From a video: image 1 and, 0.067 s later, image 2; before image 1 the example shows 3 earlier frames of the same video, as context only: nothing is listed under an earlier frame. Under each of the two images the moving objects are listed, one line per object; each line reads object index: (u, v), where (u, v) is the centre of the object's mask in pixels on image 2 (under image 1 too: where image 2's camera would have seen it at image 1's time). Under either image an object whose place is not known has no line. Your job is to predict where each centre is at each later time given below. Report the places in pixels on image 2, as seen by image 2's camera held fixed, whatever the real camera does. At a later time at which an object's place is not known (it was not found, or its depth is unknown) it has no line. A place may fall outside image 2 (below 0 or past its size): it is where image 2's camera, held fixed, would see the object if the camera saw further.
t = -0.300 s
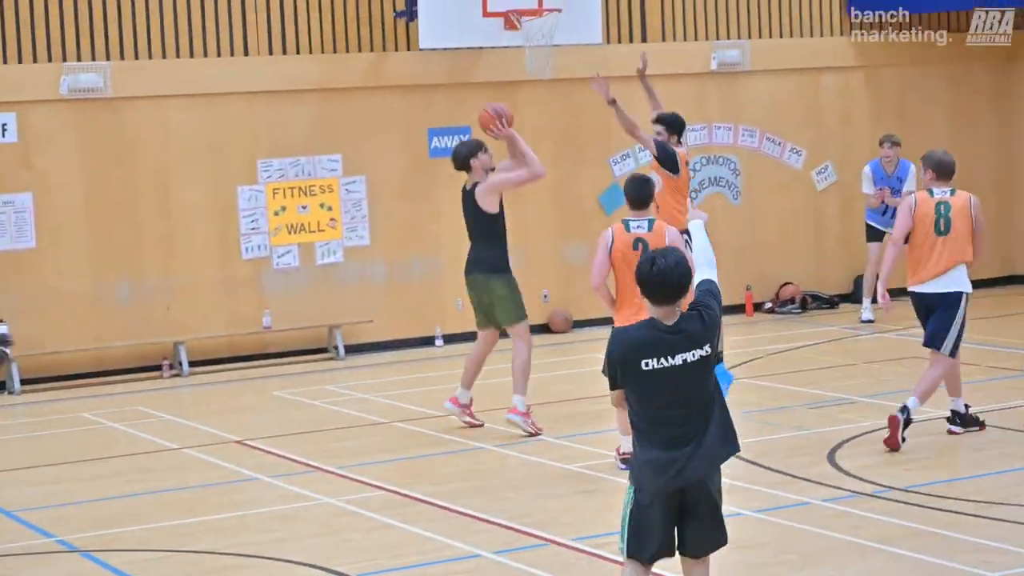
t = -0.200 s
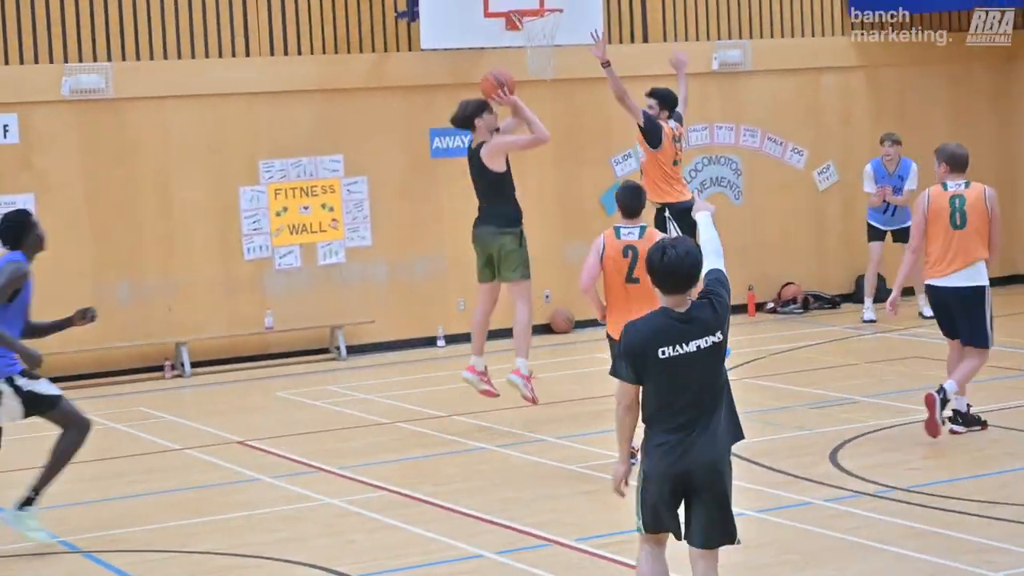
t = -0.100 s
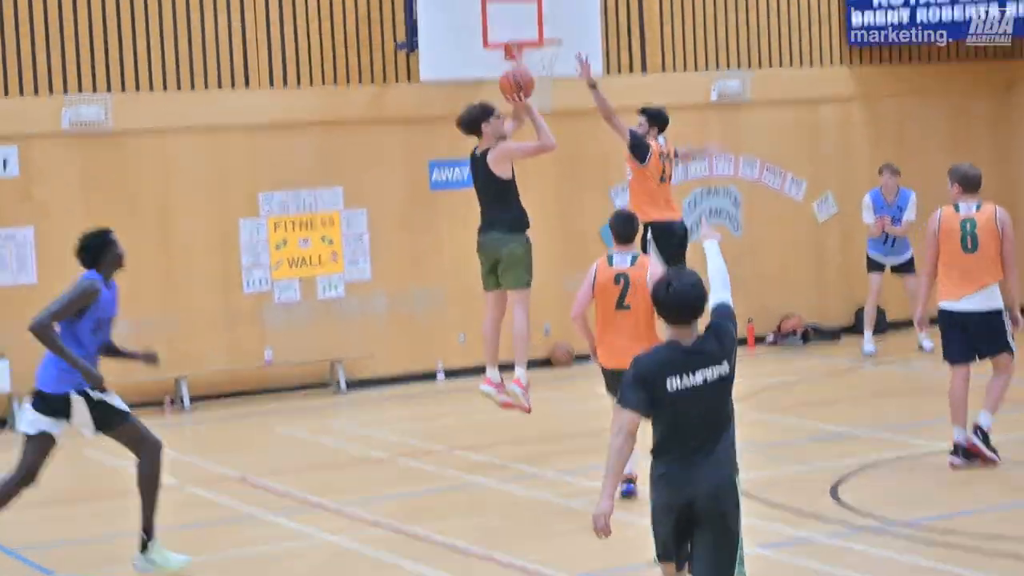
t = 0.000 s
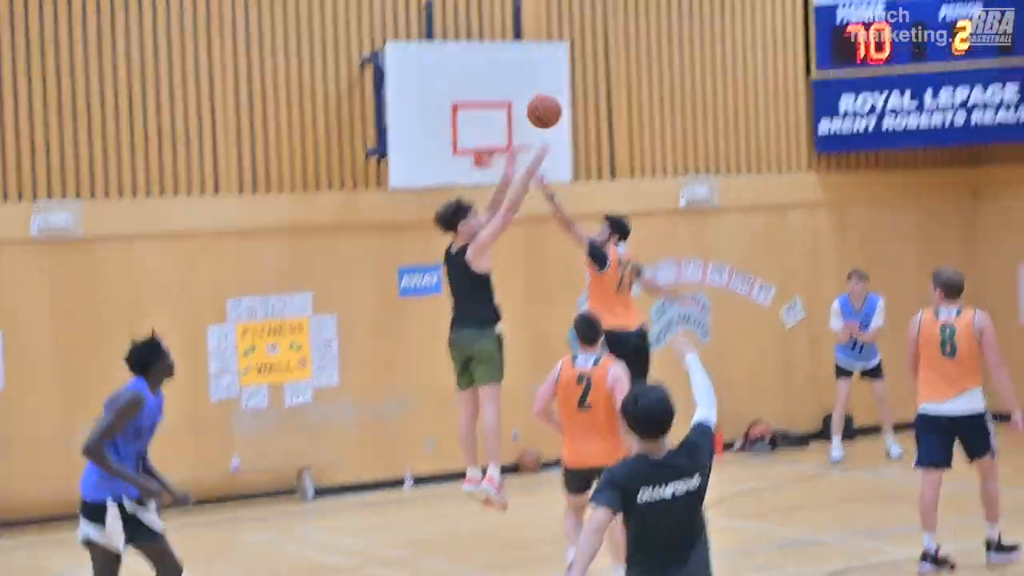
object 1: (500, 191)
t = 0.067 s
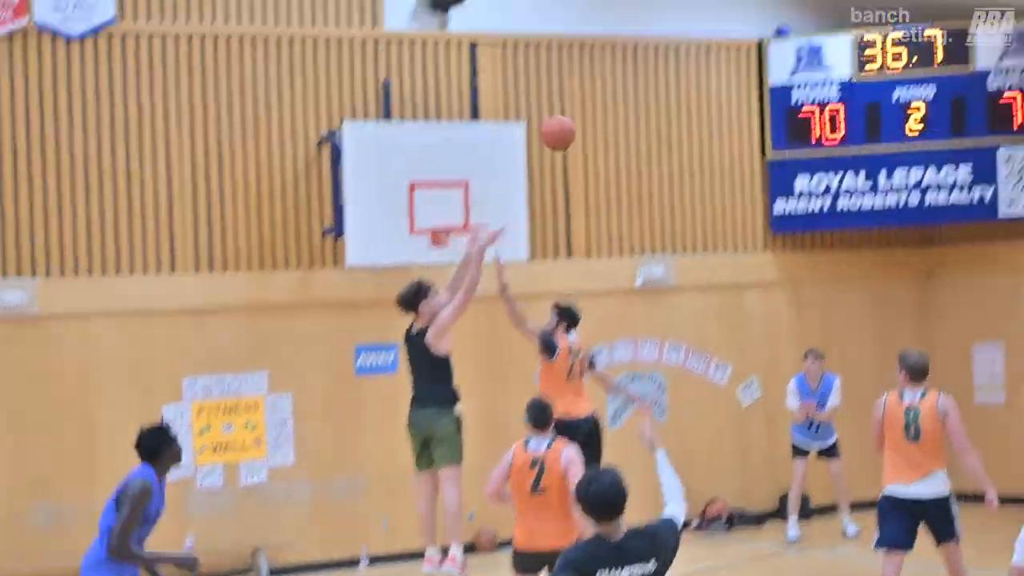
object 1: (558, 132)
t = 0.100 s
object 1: (586, 106)
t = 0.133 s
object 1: (614, 82)
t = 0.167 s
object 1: (643, 59)
